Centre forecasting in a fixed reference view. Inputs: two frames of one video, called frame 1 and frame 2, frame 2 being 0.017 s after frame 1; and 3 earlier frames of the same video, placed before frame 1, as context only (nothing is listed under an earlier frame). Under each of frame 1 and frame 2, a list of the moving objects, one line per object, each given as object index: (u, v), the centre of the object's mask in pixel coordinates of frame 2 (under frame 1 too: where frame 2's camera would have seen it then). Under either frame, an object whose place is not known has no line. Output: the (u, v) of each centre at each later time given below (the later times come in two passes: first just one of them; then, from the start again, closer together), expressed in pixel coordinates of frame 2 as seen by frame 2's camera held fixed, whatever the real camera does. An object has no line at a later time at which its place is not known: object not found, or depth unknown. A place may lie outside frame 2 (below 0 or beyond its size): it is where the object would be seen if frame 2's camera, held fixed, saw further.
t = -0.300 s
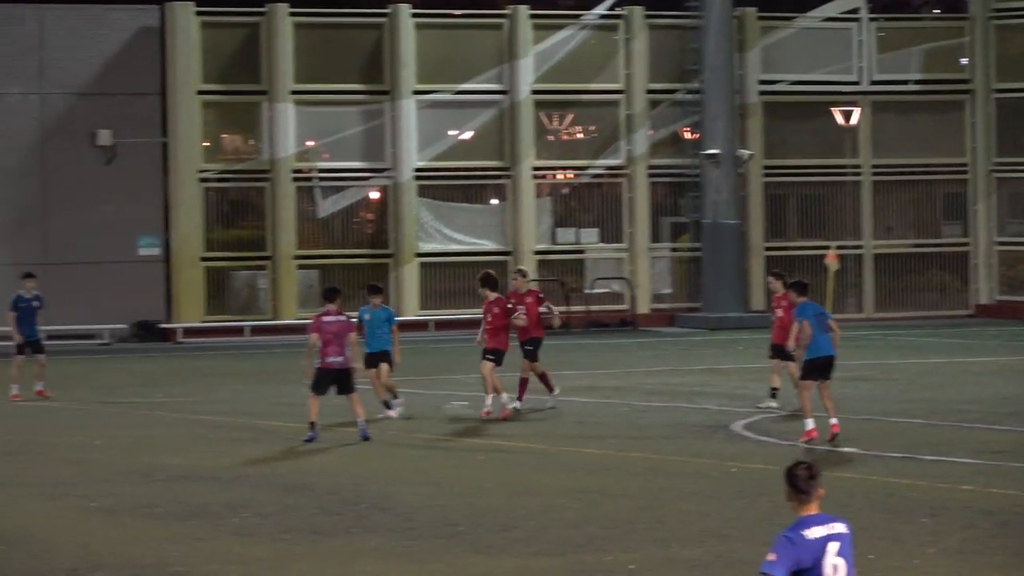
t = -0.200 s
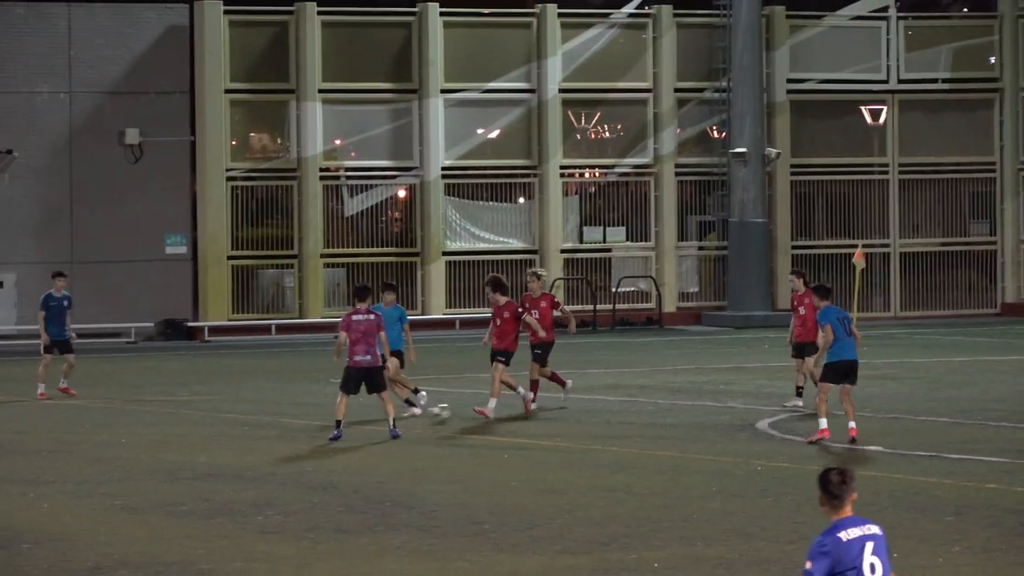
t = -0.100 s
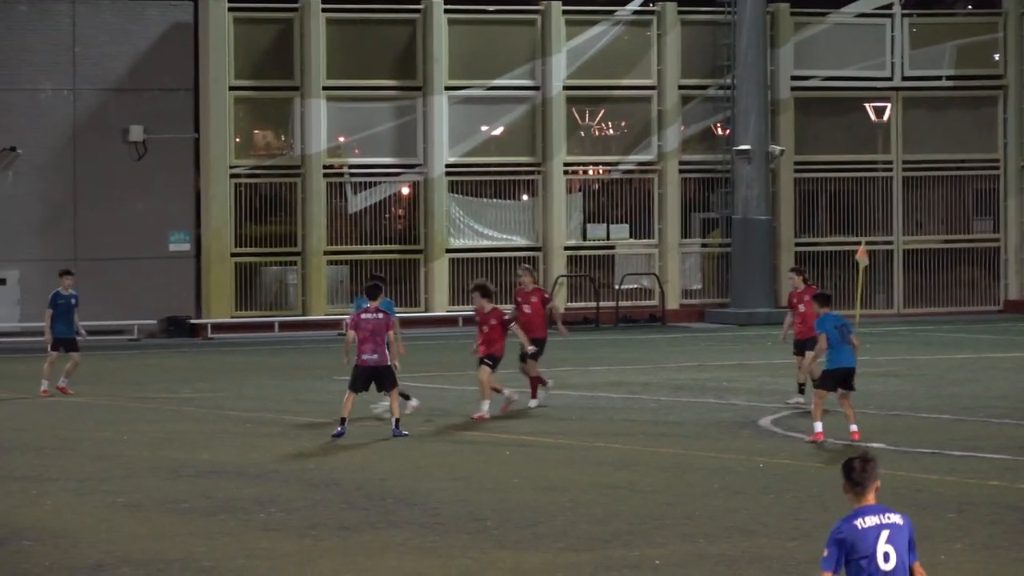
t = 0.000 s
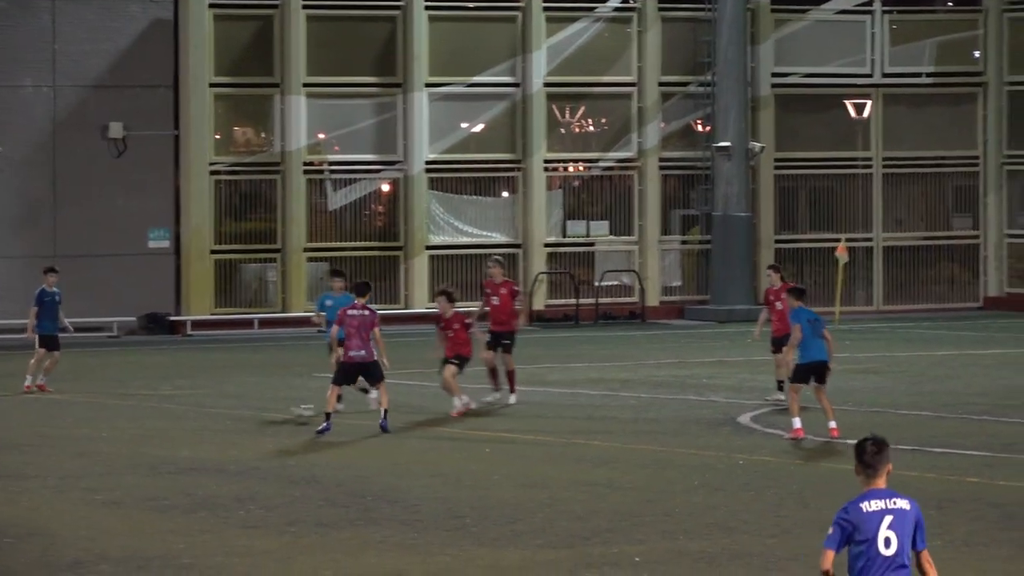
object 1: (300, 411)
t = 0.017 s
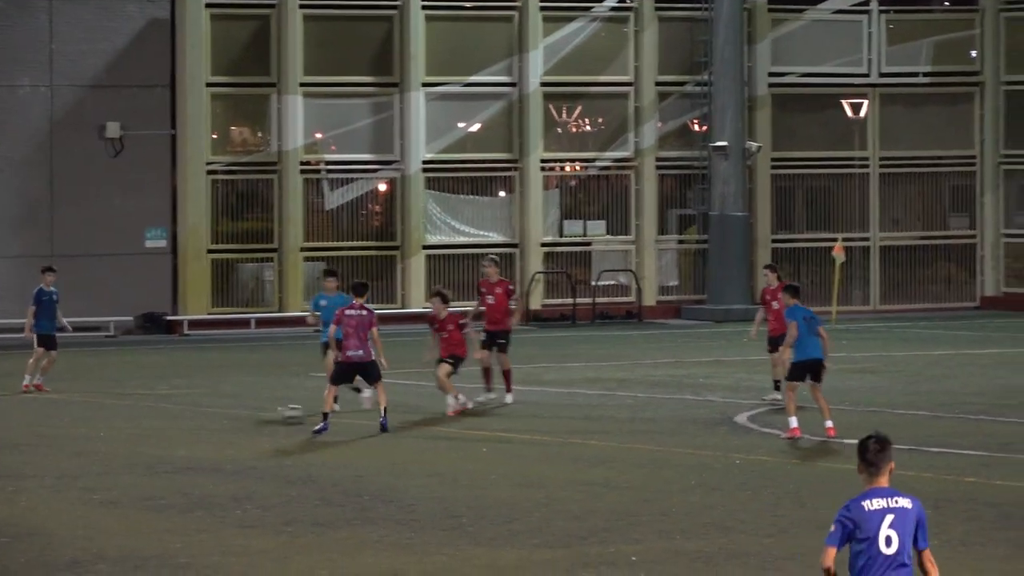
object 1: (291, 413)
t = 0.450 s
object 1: (88, 424)
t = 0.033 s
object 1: (281, 412)
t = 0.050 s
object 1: (272, 413)
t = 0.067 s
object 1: (263, 414)
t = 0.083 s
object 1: (253, 415)
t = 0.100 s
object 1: (244, 415)
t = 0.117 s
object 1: (236, 416)
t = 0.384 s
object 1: (114, 422)
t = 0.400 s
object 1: (107, 424)
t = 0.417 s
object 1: (102, 424)
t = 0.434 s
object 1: (95, 424)
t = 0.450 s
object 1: (88, 424)
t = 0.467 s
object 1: (80, 424)
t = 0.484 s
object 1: (75, 426)
